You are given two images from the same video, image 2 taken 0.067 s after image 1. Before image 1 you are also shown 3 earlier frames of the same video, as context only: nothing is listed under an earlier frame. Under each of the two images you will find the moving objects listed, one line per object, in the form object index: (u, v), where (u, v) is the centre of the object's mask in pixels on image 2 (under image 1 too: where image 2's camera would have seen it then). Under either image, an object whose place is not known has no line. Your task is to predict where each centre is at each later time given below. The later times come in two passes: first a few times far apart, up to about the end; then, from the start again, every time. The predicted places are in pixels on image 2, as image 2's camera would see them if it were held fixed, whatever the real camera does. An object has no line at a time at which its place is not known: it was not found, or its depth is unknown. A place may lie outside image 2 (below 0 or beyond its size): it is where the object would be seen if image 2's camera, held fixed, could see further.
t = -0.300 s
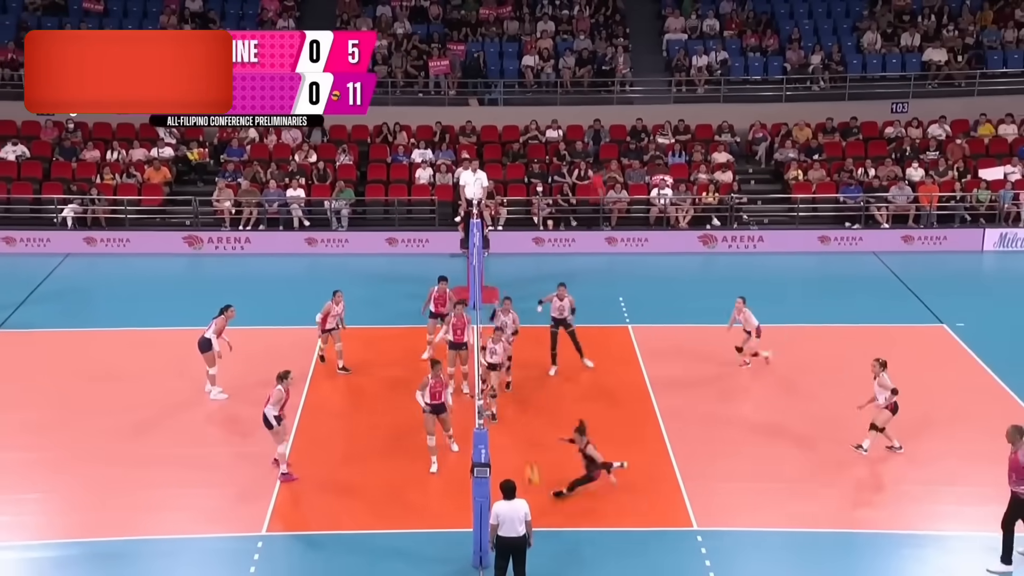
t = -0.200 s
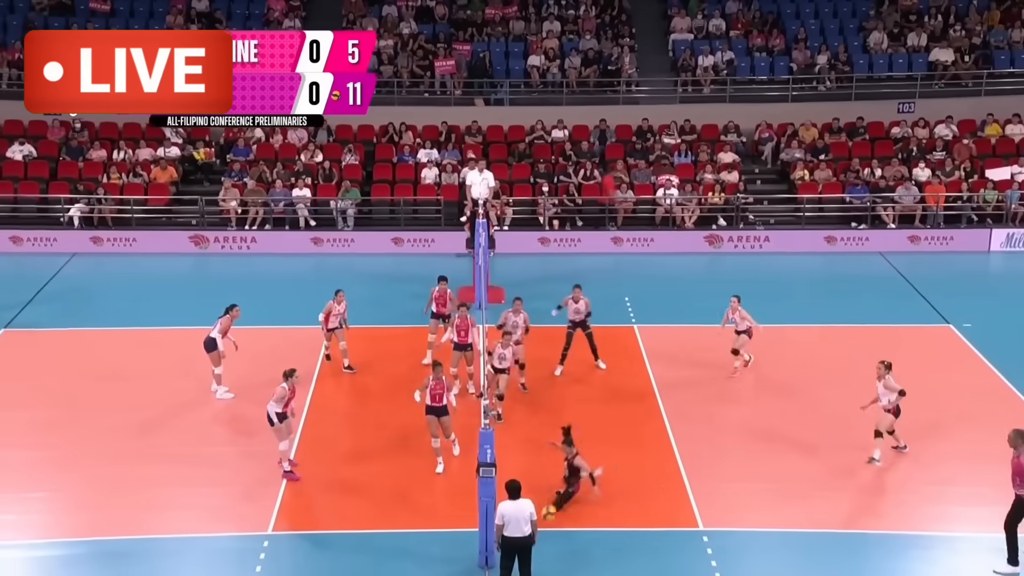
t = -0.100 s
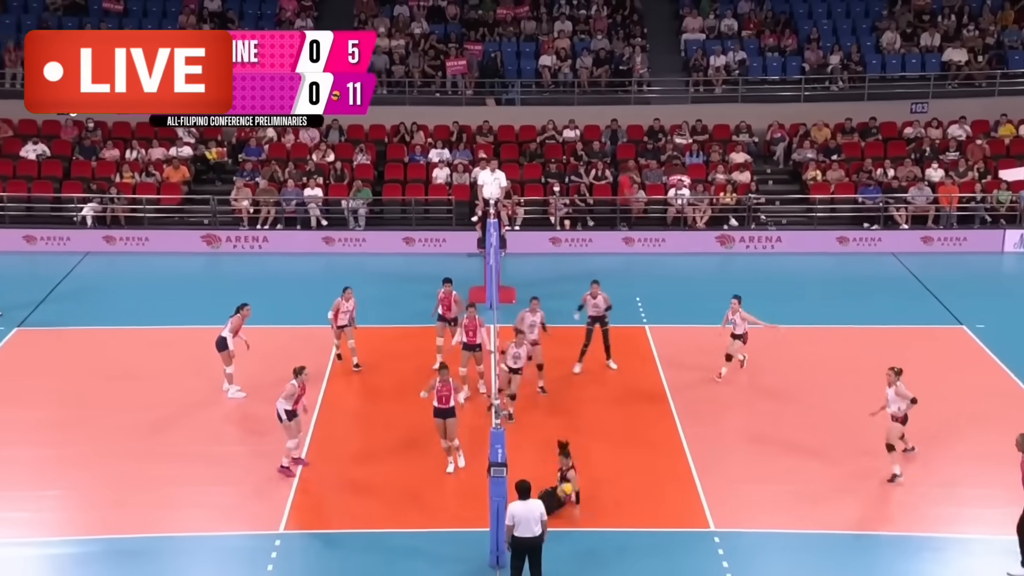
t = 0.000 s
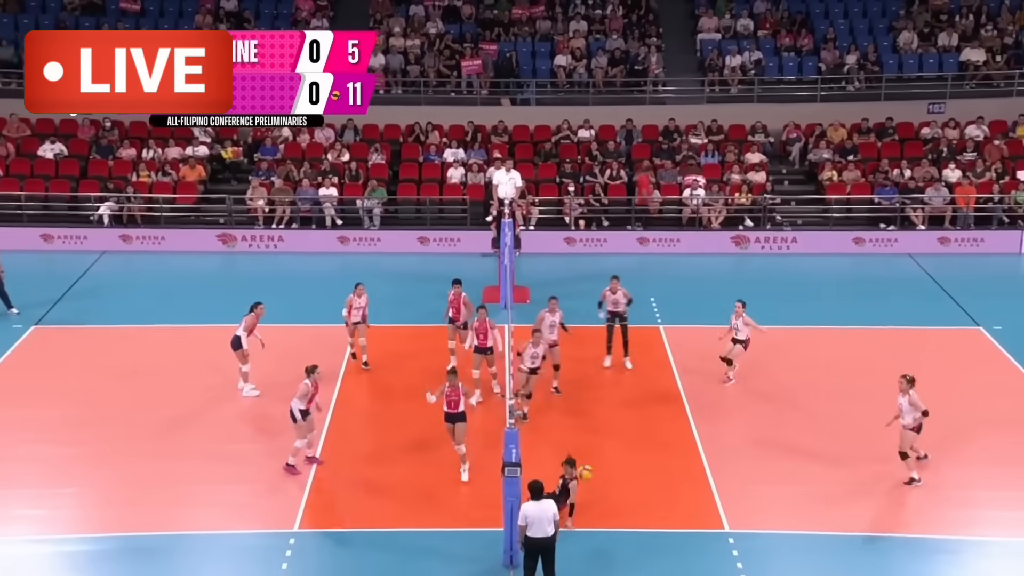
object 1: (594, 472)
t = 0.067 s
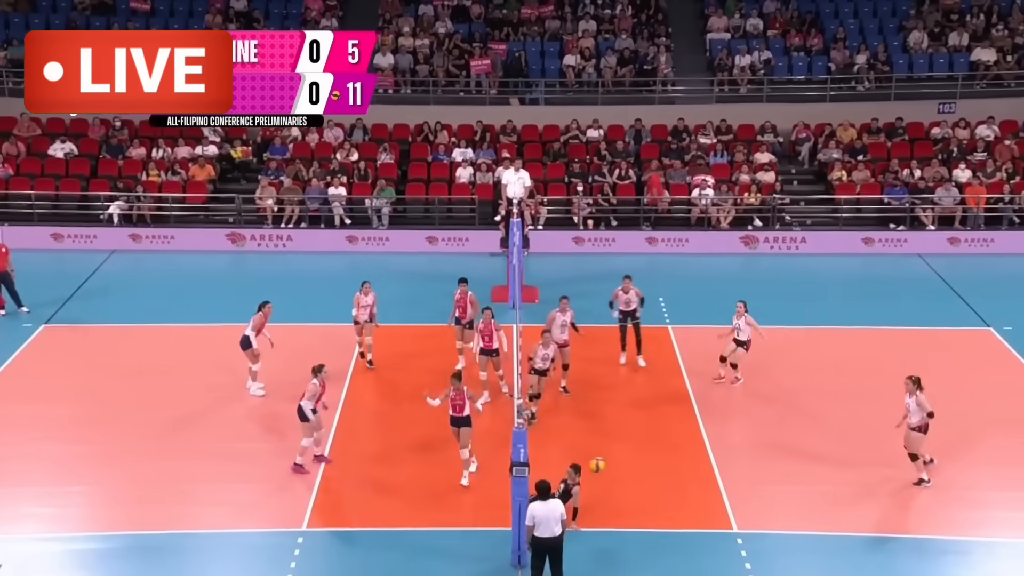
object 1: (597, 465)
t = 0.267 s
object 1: (608, 460)
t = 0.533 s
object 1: (622, 498)
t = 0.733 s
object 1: (634, 561)
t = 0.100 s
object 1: (598, 461)
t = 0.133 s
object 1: (600, 460)
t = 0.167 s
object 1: (601, 458)
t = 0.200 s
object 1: (603, 458)
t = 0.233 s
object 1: (605, 458)
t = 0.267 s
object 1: (608, 460)
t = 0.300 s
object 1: (609, 462)
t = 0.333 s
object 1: (611, 464)
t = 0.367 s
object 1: (612, 467)
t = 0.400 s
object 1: (614, 471)
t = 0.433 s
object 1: (617, 477)
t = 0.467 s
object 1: (618, 483)
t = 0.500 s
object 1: (621, 490)
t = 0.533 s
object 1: (622, 498)
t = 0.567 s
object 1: (624, 506)
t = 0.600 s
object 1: (626, 516)
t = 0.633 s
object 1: (627, 526)
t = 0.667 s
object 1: (630, 537)
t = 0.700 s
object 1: (632, 548)
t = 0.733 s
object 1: (634, 561)
